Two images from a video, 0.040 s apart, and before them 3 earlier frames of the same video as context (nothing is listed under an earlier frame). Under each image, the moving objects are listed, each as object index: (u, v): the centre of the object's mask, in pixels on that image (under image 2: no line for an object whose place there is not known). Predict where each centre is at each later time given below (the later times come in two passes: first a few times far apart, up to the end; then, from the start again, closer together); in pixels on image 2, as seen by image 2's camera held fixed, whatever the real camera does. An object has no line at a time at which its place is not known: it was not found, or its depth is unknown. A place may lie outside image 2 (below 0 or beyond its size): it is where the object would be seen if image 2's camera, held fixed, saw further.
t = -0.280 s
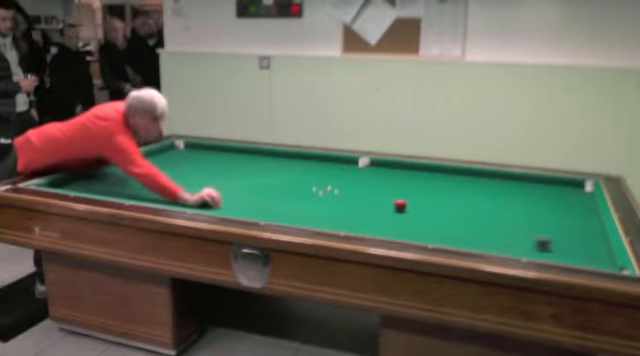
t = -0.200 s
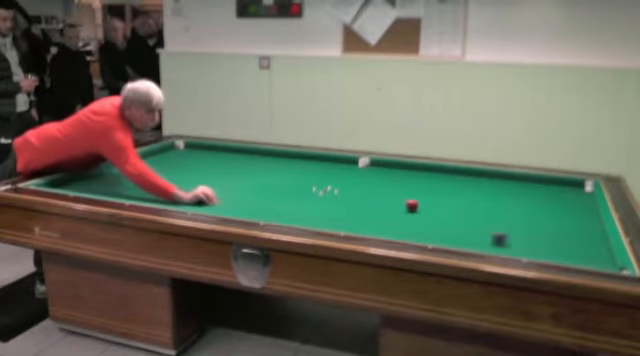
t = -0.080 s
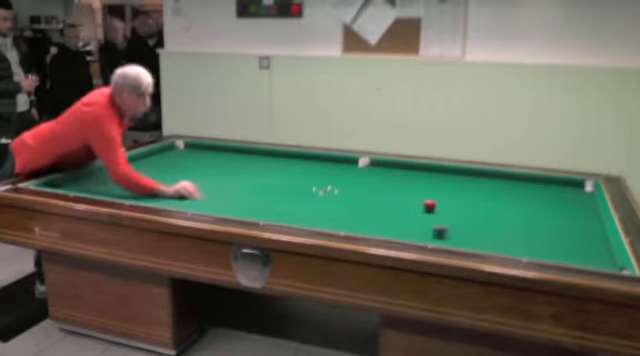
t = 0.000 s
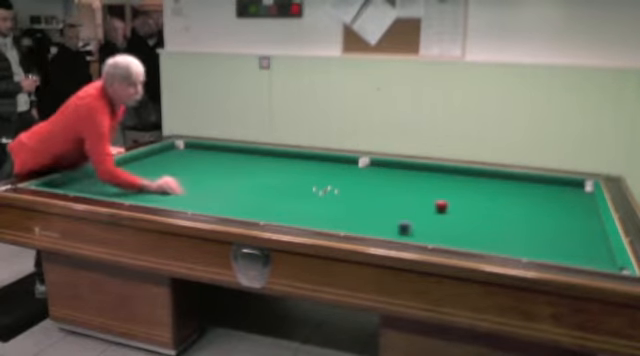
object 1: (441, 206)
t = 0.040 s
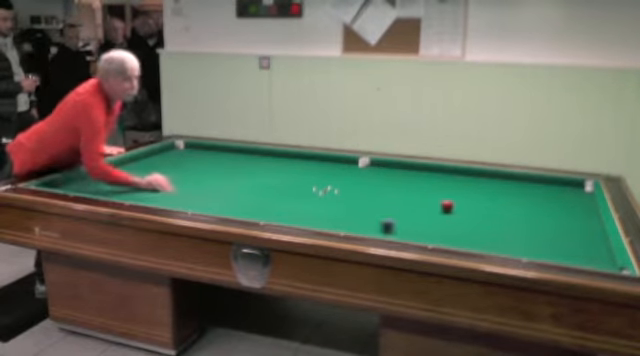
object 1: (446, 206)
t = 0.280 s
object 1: (480, 207)
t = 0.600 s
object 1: (522, 208)
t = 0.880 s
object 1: (558, 208)
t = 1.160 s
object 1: (591, 209)
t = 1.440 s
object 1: (571, 204)
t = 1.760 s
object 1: (550, 199)
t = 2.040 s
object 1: (533, 195)
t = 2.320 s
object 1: (516, 192)
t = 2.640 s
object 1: (499, 188)
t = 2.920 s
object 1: (485, 185)
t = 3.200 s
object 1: (471, 181)
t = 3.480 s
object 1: (459, 179)
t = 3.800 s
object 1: (446, 176)
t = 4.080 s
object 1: (435, 173)
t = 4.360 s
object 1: (424, 171)
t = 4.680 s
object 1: (413, 169)
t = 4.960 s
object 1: (405, 167)
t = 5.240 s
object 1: (398, 165)
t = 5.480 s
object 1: (390, 164)
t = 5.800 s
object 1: (381, 164)
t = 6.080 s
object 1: (377, 164)
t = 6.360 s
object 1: (369, 164)
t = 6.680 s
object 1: (363, 164)
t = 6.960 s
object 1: (356, 164)
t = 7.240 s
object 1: (352, 164)
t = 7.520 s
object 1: (348, 163)
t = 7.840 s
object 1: (343, 163)
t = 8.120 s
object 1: (340, 163)
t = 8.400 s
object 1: (337, 163)
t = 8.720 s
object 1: (334, 163)
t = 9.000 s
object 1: (333, 163)
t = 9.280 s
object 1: (332, 163)
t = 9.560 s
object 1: (331, 163)
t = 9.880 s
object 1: (330, 163)
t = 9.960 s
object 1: (330, 163)
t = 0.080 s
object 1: (452, 206)
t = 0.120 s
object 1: (458, 206)
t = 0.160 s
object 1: (463, 206)
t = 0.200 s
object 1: (469, 206)
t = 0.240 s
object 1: (474, 206)
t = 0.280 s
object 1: (480, 207)
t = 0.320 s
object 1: (485, 207)
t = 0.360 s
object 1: (490, 207)
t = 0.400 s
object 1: (496, 207)
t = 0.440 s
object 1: (501, 207)
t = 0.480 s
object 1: (507, 207)
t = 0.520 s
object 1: (512, 207)
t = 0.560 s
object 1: (517, 207)
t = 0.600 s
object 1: (522, 208)
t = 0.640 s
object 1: (528, 208)
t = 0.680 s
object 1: (533, 208)
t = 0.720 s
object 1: (538, 208)
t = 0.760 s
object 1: (543, 208)
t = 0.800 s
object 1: (548, 208)
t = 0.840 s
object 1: (552, 208)
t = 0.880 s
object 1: (558, 208)
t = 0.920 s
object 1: (563, 208)
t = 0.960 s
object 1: (567, 208)
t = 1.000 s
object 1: (572, 208)
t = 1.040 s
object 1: (577, 208)
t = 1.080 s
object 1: (582, 209)
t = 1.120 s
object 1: (587, 209)
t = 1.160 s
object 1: (591, 209)
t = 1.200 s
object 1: (589, 208)
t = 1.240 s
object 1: (586, 207)
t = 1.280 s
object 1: (583, 207)
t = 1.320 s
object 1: (580, 206)
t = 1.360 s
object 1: (577, 205)
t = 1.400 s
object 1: (574, 205)
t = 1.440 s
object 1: (571, 204)
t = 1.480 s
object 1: (569, 204)
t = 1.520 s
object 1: (566, 203)
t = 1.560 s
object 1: (563, 202)
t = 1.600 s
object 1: (560, 201)
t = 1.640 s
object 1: (558, 201)
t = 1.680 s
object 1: (555, 200)
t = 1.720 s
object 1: (553, 200)
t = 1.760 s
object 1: (550, 199)
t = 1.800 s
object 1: (548, 199)
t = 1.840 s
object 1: (546, 198)
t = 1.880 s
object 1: (543, 197)
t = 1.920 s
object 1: (540, 196)
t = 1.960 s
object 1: (538, 196)
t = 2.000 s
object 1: (535, 196)
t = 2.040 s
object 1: (533, 195)
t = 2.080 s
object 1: (530, 194)
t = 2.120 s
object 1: (528, 194)
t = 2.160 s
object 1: (526, 194)
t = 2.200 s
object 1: (523, 193)
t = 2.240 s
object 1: (521, 193)
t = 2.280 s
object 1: (518, 192)
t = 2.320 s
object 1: (516, 192)
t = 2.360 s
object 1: (514, 191)
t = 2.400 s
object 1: (512, 191)
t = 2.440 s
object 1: (510, 190)
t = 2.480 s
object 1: (507, 189)
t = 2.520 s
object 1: (505, 189)
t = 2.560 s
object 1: (503, 188)
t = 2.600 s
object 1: (501, 188)
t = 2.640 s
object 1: (499, 188)
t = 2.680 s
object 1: (496, 187)
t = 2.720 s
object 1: (495, 187)
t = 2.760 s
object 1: (492, 186)
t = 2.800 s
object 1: (491, 186)
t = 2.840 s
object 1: (488, 186)
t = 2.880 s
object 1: (487, 185)
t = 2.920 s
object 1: (485, 185)
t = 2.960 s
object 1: (483, 185)
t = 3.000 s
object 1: (481, 185)
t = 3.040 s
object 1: (479, 182)
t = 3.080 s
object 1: (477, 182)
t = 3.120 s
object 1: (475, 182)
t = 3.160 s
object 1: (473, 182)
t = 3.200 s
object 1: (471, 181)
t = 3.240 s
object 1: (469, 181)
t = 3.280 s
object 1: (467, 181)
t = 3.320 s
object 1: (466, 181)
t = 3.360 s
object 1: (464, 180)
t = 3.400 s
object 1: (462, 180)
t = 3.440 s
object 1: (460, 180)
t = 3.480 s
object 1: (459, 179)
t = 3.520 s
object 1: (457, 179)
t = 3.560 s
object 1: (455, 179)
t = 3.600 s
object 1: (454, 179)
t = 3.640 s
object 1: (452, 178)
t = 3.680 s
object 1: (450, 178)
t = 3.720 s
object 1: (449, 176)
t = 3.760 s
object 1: (447, 176)
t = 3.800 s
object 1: (446, 176)
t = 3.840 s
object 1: (444, 176)
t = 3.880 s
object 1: (442, 176)
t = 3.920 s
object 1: (440, 175)
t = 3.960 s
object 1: (439, 175)
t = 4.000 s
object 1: (437, 174)
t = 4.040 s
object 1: (436, 174)
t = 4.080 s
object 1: (435, 173)
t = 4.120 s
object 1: (433, 174)
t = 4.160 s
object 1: (432, 173)
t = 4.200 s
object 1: (430, 173)
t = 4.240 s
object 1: (429, 173)
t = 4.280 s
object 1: (427, 172)
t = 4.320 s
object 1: (427, 172)
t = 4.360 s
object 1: (424, 171)
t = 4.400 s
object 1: (423, 171)
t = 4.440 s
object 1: (422, 171)
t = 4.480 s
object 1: (420, 171)
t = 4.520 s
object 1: (419, 171)
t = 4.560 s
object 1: (418, 170)
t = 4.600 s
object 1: (416, 169)
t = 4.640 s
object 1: (415, 169)
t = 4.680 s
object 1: (413, 169)
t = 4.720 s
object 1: (412, 169)
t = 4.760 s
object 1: (411, 168)
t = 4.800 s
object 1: (410, 168)
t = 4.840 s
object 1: (408, 168)
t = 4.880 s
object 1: (407, 168)
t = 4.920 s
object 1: (406, 168)
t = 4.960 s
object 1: (405, 167)
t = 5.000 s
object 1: (404, 167)
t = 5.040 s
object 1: (403, 167)
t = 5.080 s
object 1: (402, 166)
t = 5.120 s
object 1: (400, 165)
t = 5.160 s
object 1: (399, 166)
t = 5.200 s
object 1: (398, 165)
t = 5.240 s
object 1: (398, 165)
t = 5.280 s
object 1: (395, 165)
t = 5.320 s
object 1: (393, 165)
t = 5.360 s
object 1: (393, 165)
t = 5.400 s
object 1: (392, 164)
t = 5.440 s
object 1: (392, 164)
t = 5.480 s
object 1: (390, 164)
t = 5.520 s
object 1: (389, 165)
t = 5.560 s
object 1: (388, 164)
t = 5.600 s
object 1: (387, 165)
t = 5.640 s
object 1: (386, 164)
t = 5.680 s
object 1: (384, 164)
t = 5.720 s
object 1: (384, 164)
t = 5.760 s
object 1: (382, 164)
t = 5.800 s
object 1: (381, 164)
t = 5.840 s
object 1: (381, 164)
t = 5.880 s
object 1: (379, 164)
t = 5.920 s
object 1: (378, 164)
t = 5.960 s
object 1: (377, 164)
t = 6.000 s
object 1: (377, 164)
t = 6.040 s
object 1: (377, 164)
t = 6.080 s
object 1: (377, 164)
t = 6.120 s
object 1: (374, 164)
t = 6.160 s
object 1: (374, 164)
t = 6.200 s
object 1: (373, 164)
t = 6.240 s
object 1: (373, 164)
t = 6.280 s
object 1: (371, 164)
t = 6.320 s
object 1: (370, 164)
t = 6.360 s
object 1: (369, 164)
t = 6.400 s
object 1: (367, 164)
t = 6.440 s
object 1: (367, 164)
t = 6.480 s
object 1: (367, 164)
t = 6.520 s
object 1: (365, 164)
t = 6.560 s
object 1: (364, 164)
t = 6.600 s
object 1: (364, 164)
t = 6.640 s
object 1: (363, 163)
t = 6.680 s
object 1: (363, 164)
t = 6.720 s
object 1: (363, 164)
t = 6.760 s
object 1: (362, 164)
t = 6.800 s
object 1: (362, 164)
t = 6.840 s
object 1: (360, 164)
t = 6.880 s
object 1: (359, 164)
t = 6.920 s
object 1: (357, 164)
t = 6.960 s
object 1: (356, 164)
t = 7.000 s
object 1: (355, 164)
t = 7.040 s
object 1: (354, 164)
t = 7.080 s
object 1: (354, 164)
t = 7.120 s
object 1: (354, 164)
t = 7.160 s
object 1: (353, 164)
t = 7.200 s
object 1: (352, 164)
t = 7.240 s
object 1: (352, 164)
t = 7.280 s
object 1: (351, 163)
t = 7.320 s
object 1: (351, 163)
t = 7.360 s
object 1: (351, 163)
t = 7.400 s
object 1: (349, 163)
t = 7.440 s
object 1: (349, 163)
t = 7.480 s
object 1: (348, 163)
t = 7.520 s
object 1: (348, 163)
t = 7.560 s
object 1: (347, 163)
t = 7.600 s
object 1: (347, 163)
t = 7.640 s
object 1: (345, 163)
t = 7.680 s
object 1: (345, 163)
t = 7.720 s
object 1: (344, 163)
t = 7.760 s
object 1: (344, 163)
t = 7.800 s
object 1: (344, 163)
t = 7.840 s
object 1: (343, 163)
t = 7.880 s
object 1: (343, 163)
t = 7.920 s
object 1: (343, 163)
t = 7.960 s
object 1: (342, 163)
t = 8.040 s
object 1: (342, 163)
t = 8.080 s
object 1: (340, 163)
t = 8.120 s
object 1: (340, 163)
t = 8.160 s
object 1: (340, 163)
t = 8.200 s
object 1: (340, 163)
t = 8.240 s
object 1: (339, 163)
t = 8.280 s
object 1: (338, 163)
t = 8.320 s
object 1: (338, 163)
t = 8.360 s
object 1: (337, 163)
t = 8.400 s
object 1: (337, 163)
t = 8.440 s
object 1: (337, 163)
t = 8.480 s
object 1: (337, 163)
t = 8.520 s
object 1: (336, 163)
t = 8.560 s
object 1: (336, 163)
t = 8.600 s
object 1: (335, 163)
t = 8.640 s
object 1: (335, 163)
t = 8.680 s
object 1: (335, 163)
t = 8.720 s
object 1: (334, 163)
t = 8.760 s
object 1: (334, 163)
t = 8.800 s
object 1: (334, 163)
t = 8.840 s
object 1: (333, 163)
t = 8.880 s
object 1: (333, 163)
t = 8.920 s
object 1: (333, 163)
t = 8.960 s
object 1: (333, 163)
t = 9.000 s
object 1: (333, 163)
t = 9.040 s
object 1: (333, 163)
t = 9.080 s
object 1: (332, 163)
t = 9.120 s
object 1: (332, 163)
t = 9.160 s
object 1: (332, 163)
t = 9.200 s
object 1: (332, 163)
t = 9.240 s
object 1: (332, 163)
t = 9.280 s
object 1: (332, 163)
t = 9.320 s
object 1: (332, 163)
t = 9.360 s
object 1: (331, 163)
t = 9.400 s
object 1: (331, 163)
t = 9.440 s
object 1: (331, 163)
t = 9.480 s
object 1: (331, 163)
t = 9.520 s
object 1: (331, 163)
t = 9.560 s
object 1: (331, 163)
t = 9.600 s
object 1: (331, 163)
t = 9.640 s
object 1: (331, 163)
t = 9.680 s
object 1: (331, 163)
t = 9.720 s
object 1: (331, 163)
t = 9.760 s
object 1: (331, 163)
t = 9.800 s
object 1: (331, 163)
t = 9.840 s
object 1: (331, 163)
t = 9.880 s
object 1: (330, 163)
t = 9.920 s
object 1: (330, 163)
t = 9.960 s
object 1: (330, 163)
